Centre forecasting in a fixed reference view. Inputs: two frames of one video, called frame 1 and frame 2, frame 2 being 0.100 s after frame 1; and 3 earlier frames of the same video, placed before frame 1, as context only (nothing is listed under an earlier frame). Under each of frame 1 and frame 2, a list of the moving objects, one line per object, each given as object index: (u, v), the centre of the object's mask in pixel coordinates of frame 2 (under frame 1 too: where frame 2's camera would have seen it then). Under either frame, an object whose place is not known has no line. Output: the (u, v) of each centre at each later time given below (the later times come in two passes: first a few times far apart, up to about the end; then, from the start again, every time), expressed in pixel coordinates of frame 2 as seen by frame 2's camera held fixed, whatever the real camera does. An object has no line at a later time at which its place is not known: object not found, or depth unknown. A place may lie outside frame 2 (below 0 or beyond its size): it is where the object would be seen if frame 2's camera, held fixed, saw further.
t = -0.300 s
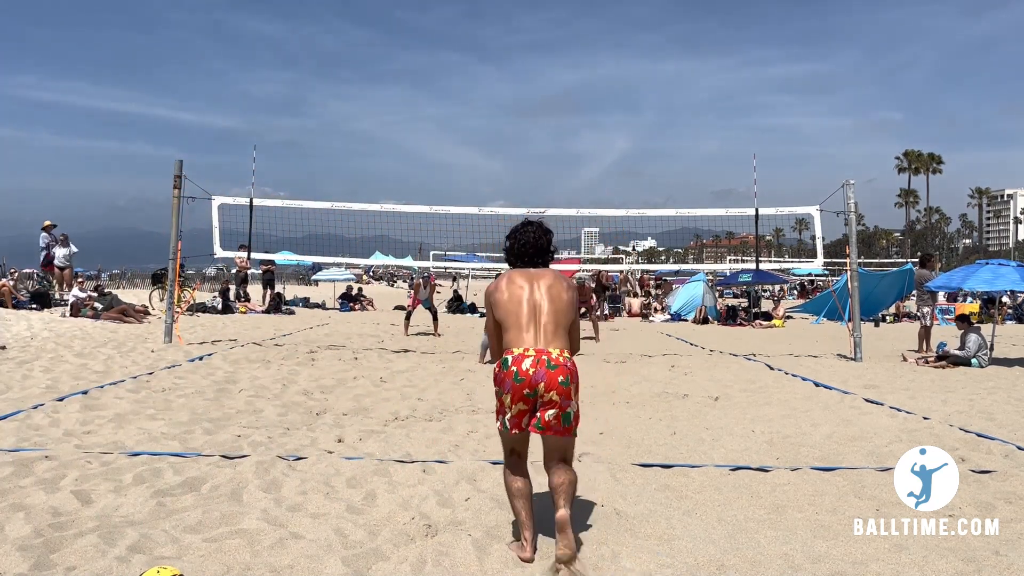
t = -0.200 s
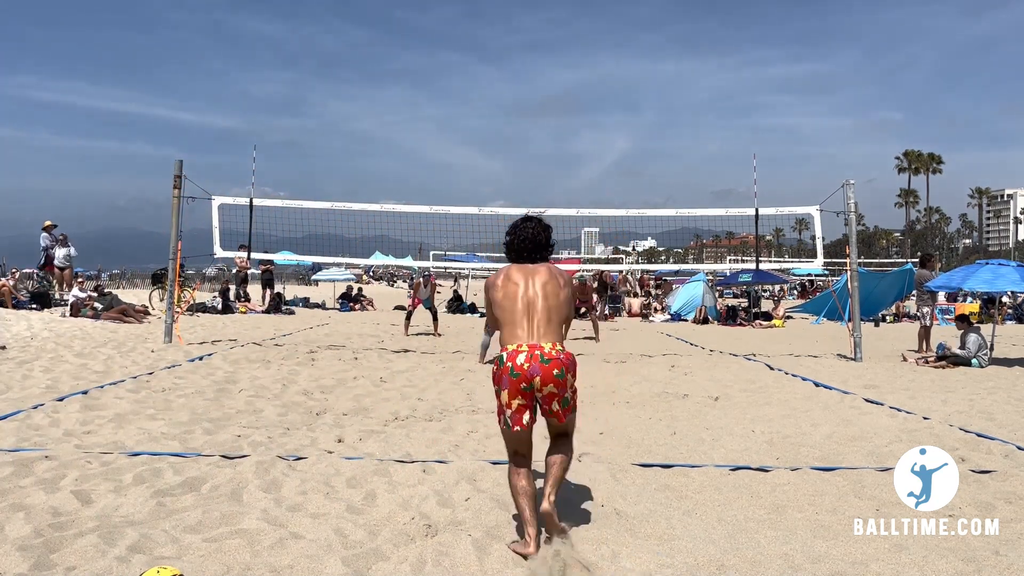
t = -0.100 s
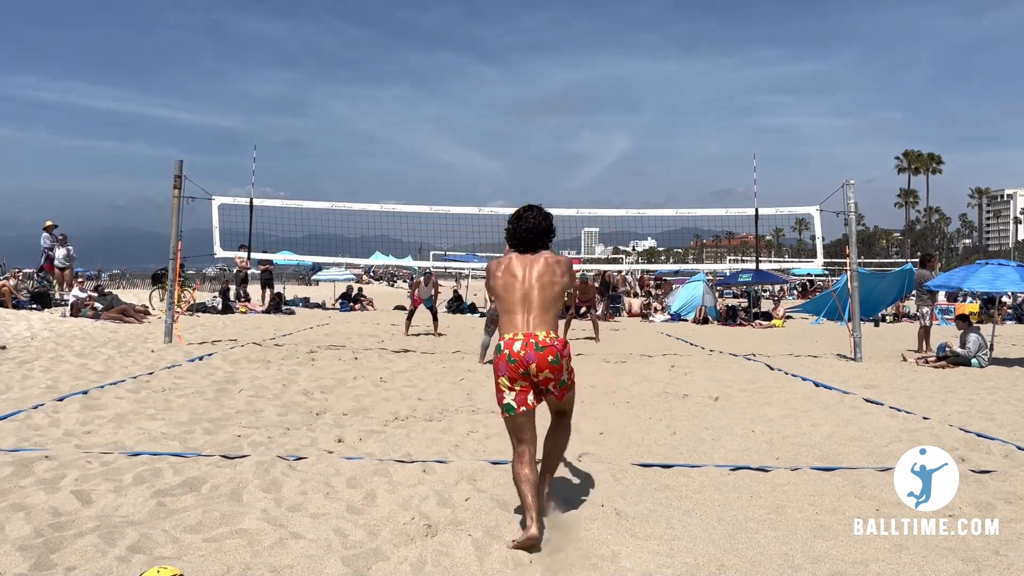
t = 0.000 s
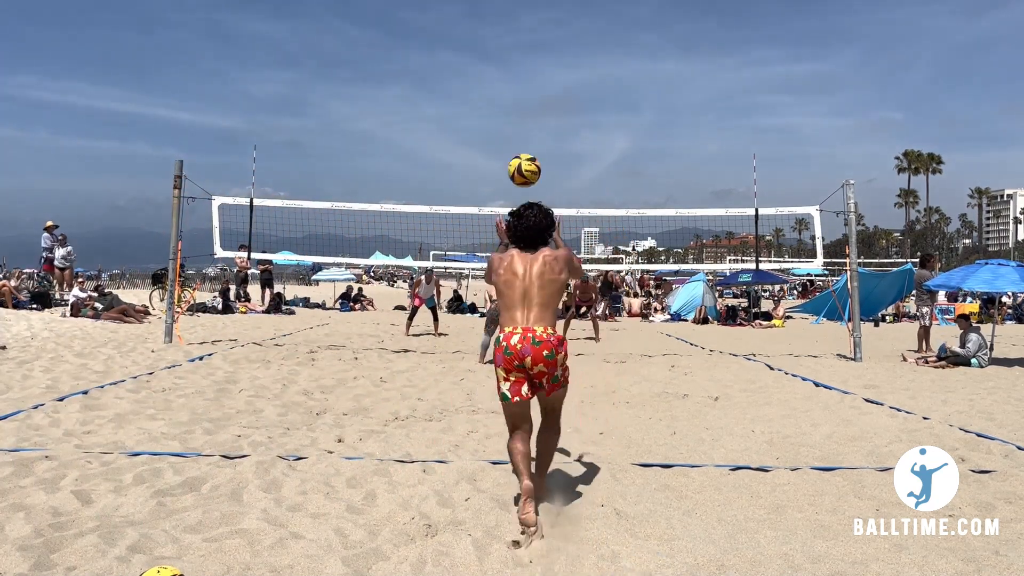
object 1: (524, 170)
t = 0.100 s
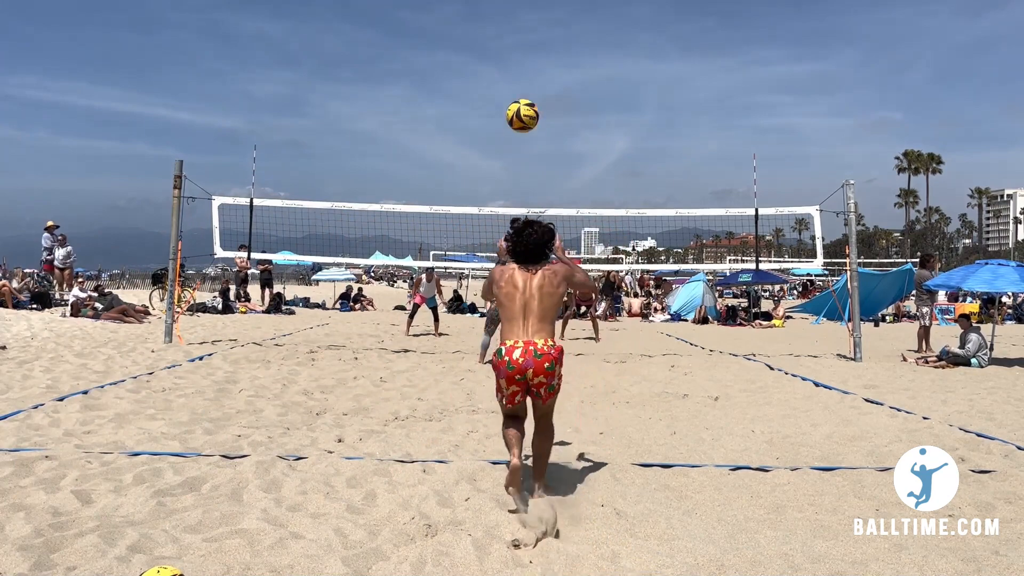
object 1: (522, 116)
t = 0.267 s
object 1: (519, 62)
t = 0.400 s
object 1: (517, 52)
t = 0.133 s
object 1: (521, 101)
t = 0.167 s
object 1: (521, 89)
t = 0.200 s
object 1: (520, 78)
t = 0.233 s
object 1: (520, 69)
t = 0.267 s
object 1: (519, 62)
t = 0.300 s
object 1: (519, 57)
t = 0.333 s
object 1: (518, 54)
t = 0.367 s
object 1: (518, 52)
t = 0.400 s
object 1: (517, 52)
